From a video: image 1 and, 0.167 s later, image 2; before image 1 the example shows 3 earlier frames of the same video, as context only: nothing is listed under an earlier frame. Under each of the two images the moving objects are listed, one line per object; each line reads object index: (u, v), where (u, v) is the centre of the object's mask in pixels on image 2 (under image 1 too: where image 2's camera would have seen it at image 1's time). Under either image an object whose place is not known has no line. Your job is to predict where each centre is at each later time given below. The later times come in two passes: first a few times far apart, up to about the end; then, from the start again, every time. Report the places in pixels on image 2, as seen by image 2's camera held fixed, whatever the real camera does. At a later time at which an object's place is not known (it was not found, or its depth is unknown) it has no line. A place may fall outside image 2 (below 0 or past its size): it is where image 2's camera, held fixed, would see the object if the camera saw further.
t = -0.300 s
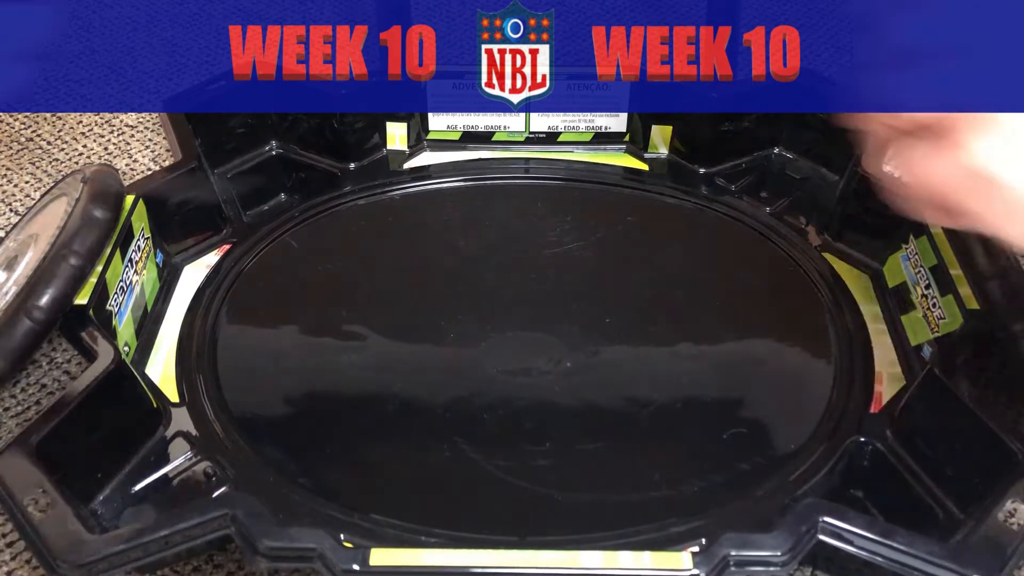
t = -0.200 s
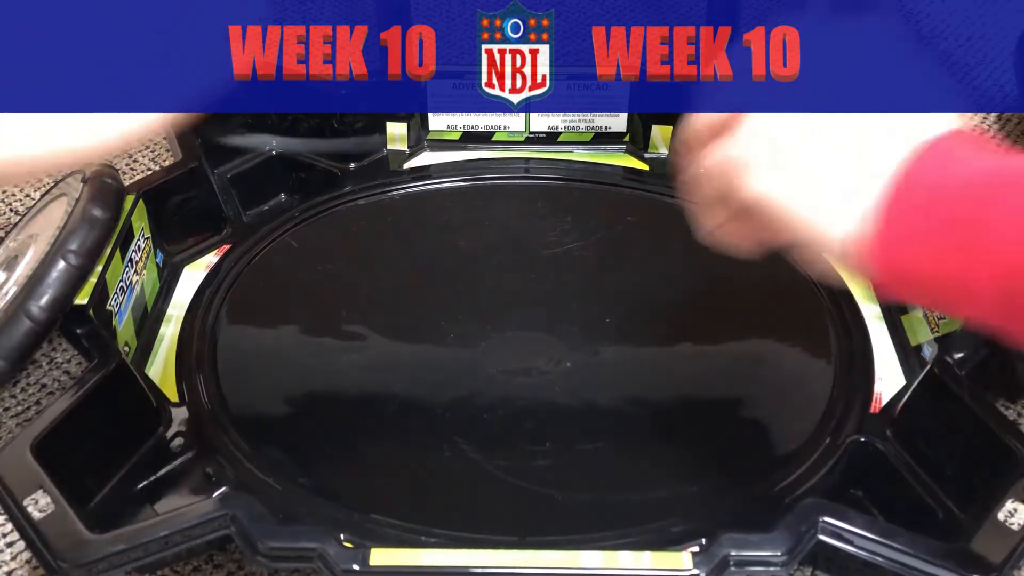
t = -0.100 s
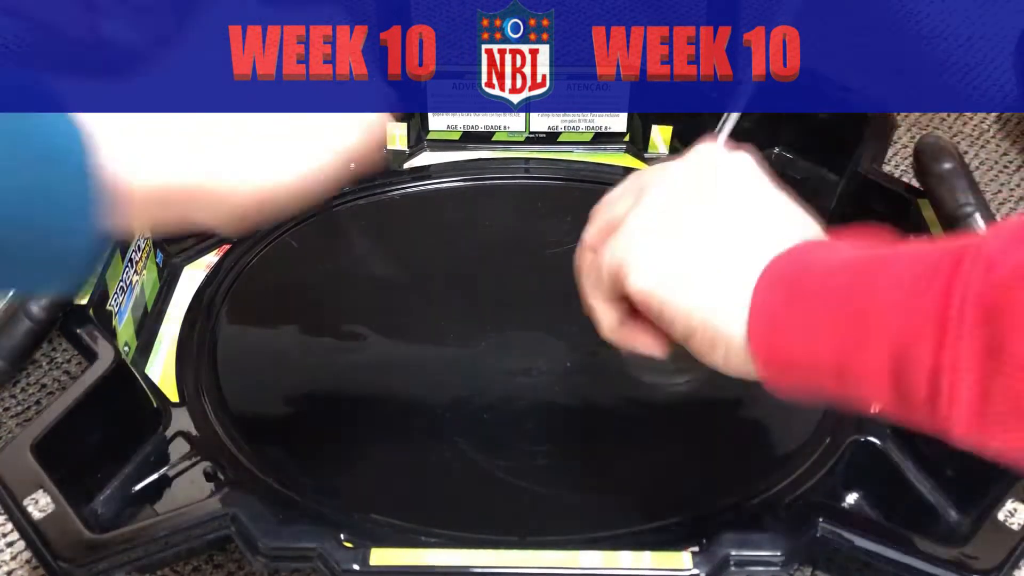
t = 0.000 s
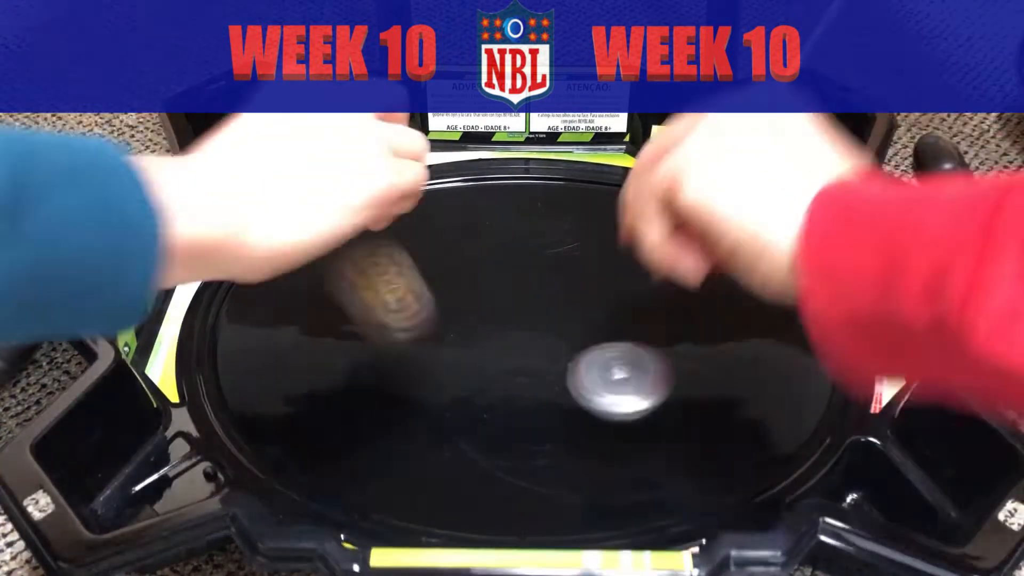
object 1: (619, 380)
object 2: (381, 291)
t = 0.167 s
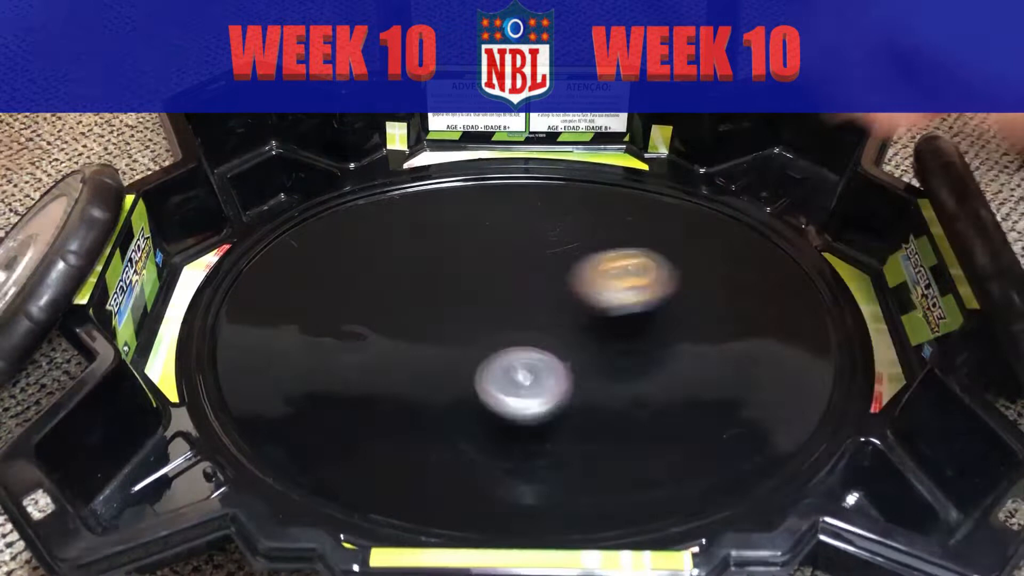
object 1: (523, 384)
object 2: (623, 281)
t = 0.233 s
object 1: (496, 366)
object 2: (709, 273)
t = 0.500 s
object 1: (426, 327)
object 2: (800, 358)
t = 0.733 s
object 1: (383, 352)
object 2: (634, 417)
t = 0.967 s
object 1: (424, 353)
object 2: (524, 372)
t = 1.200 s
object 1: (331, 310)
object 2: (586, 322)
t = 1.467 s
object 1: (332, 322)
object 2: (601, 298)
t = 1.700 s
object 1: (442, 301)
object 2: (592, 297)
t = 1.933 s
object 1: (480, 258)
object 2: (587, 301)
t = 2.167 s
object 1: (451, 246)
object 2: (564, 308)
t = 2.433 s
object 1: (462, 293)
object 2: (550, 316)
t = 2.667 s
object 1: (449, 332)
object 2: (574, 328)
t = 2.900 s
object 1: (494, 361)
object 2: (598, 334)
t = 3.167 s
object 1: (450, 391)
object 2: (645, 320)
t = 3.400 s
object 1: (475, 393)
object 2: (652, 323)
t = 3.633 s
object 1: (481, 333)
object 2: (623, 323)
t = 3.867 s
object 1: (454, 301)
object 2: (574, 315)
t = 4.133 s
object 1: (424, 288)
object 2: (522, 303)
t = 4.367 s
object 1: (407, 311)
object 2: (505, 302)
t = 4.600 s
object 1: (448, 366)
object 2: (506, 304)
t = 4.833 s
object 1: (550, 383)
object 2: (523, 302)
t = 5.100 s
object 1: (610, 302)
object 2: (515, 315)
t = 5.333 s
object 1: (538, 264)
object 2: (502, 328)
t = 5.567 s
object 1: (453, 280)
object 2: (496, 347)
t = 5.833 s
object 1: (395, 333)
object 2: (507, 369)
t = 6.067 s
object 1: (366, 352)
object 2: (583, 373)
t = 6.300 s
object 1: (401, 355)
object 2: (623, 363)
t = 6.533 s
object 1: (464, 294)
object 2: (631, 338)
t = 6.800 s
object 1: (449, 247)
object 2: (613, 305)
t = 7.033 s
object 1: (463, 283)
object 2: (583, 284)
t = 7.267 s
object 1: (456, 363)
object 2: (603, 269)
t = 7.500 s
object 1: (521, 402)
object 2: (572, 289)
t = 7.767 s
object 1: (603, 346)
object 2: (514, 318)
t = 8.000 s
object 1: (547, 283)
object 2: (468, 340)
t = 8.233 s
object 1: (455, 280)
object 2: (445, 355)
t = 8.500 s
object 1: (382, 301)
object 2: (458, 385)
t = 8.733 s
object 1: (424, 323)
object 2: (502, 406)
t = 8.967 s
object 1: (435, 261)
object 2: (558, 409)
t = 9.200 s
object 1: (438, 244)
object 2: (588, 371)
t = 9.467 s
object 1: (512, 286)
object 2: (600, 313)
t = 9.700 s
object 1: (428, 315)
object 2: (664, 286)
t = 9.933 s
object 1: (450, 372)
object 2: (617, 277)
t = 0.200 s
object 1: (509, 374)
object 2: (668, 278)
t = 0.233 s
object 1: (496, 366)
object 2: (709, 273)
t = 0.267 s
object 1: (485, 357)
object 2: (746, 273)
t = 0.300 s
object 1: (475, 350)
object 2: (779, 274)
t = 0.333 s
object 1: (466, 342)
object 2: (804, 281)
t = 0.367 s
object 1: (457, 337)
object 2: (830, 288)
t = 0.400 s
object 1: (448, 332)
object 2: (838, 302)
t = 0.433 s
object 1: (440, 329)
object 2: (831, 323)
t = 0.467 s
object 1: (433, 327)
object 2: (818, 341)
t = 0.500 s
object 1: (426, 327)
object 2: (800, 358)
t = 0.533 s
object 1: (418, 328)
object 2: (779, 374)
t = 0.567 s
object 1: (412, 331)
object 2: (755, 388)
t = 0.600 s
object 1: (405, 334)
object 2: (731, 399)
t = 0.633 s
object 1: (398, 338)
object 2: (706, 407)
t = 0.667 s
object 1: (391, 343)
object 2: (681, 413)
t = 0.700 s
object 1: (386, 347)
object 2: (657, 416)
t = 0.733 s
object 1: (383, 352)
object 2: (634, 417)
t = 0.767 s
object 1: (383, 356)
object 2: (612, 415)
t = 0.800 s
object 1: (386, 360)
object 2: (592, 411)
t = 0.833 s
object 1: (392, 362)
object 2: (573, 405)
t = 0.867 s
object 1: (401, 363)
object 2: (556, 398)
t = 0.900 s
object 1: (411, 362)
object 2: (541, 390)
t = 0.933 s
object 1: (422, 360)
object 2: (528, 380)
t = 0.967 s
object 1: (424, 353)
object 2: (524, 372)
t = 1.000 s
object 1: (403, 343)
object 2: (540, 364)
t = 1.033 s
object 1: (385, 333)
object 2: (553, 356)
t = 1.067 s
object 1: (371, 325)
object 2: (563, 348)
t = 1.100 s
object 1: (359, 319)
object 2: (571, 341)
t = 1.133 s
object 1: (349, 314)
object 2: (577, 334)
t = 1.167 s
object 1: (339, 312)
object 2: (582, 328)
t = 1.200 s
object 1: (331, 310)
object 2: (586, 322)
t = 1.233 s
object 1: (323, 310)
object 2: (590, 317)
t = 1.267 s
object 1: (318, 311)
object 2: (593, 312)
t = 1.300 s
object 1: (314, 313)
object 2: (595, 309)
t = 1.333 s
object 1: (312, 314)
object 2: (597, 306)
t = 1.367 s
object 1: (312, 316)
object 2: (599, 303)
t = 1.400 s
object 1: (315, 319)
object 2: (600, 301)
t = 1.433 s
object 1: (322, 321)
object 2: (601, 299)
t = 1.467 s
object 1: (332, 322)
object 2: (601, 298)
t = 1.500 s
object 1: (344, 322)
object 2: (601, 297)
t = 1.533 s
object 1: (357, 321)
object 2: (601, 297)
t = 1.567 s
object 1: (373, 318)
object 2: (600, 296)
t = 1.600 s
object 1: (390, 316)
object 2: (598, 296)
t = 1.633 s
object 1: (408, 312)
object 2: (597, 296)
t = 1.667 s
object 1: (425, 307)
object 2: (594, 297)
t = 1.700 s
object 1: (442, 301)
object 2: (592, 297)
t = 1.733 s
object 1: (458, 294)
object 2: (589, 297)
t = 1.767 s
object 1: (470, 288)
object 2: (585, 298)
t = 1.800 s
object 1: (481, 283)
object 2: (581, 298)
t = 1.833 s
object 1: (491, 278)
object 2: (577, 299)
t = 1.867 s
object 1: (489, 272)
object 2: (582, 300)
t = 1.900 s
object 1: (484, 265)
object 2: (586, 301)
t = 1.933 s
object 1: (480, 258)
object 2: (587, 301)
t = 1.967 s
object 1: (476, 253)
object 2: (587, 303)
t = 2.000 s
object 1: (472, 249)
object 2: (586, 303)
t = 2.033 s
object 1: (468, 246)
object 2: (583, 304)
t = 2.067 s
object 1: (463, 243)
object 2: (579, 305)
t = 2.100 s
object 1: (458, 243)
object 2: (574, 306)
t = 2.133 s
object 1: (454, 243)
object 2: (570, 307)
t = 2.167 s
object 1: (451, 246)
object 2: (564, 308)
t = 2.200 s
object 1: (450, 252)
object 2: (559, 308)
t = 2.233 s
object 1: (452, 259)
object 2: (553, 308)
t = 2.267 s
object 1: (457, 267)
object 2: (548, 309)
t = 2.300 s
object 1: (464, 274)
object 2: (543, 309)
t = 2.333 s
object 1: (463, 279)
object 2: (545, 311)
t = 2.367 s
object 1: (461, 284)
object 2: (547, 313)
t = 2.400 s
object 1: (463, 289)
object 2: (547, 314)
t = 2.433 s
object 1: (462, 293)
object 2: (550, 316)
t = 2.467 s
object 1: (462, 298)
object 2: (551, 318)
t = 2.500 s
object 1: (463, 302)
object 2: (551, 319)
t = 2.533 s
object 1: (454, 306)
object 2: (559, 321)
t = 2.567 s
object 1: (447, 312)
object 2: (565, 323)
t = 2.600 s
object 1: (444, 319)
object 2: (570, 324)
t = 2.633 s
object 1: (445, 326)
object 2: (572, 326)
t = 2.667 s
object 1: (449, 332)
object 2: (574, 328)
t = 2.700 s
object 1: (456, 338)
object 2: (575, 330)
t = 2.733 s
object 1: (468, 344)
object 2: (574, 333)
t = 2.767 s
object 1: (481, 348)
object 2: (573, 335)
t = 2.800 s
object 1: (483, 353)
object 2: (582, 334)
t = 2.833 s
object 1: (483, 357)
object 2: (590, 333)
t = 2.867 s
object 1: (487, 360)
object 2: (595, 333)
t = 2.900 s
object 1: (494, 361)
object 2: (598, 334)
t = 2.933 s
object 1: (501, 362)
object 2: (599, 335)
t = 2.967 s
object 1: (509, 361)
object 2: (599, 337)
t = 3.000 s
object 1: (501, 364)
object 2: (608, 333)
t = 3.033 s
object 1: (484, 371)
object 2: (620, 327)
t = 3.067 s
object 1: (470, 377)
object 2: (629, 323)
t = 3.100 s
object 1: (460, 382)
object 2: (636, 321)
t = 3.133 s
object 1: (454, 387)
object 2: (641, 320)
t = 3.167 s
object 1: (450, 391)
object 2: (645, 320)
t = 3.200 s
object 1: (449, 395)
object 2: (648, 320)
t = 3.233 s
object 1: (450, 399)
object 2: (651, 321)
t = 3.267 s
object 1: (453, 402)
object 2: (653, 321)
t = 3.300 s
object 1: (458, 403)
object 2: (654, 321)
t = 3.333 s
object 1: (464, 401)
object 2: (654, 322)
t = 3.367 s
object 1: (470, 398)
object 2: (653, 322)
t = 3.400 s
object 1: (475, 393)
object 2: (652, 323)
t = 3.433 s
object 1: (480, 388)
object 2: (649, 323)
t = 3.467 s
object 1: (485, 380)
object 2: (646, 324)
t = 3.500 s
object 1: (486, 371)
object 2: (642, 324)
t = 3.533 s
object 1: (486, 362)
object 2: (638, 324)
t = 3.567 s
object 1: (486, 353)
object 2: (634, 323)
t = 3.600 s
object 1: (484, 343)
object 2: (628, 323)
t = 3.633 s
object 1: (481, 333)
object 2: (623, 323)
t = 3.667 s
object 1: (477, 324)
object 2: (617, 322)
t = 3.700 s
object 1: (474, 317)
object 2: (610, 321)
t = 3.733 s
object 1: (471, 312)
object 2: (603, 319)
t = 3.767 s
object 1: (467, 307)
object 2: (597, 318)
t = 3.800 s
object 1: (463, 305)
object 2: (589, 317)
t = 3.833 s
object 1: (458, 303)
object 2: (581, 316)
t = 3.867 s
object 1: (454, 301)
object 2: (574, 315)
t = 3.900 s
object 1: (449, 299)
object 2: (567, 313)
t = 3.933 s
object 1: (444, 297)
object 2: (561, 312)
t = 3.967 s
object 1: (441, 295)
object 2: (554, 311)
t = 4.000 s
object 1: (437, 292)
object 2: (547, 309)
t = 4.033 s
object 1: (432, 290)
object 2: (541, 307)
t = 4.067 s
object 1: (429, 288)
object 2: (534, 306)
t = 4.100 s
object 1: (426, 287)
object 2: (528, 304)
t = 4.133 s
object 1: (424, 288)
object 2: (522, 303)
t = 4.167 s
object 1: (423, 289)
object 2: (516, 302)
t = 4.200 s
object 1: (423, 291)
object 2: (512, 301)
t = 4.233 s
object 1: (417, 293)
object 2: (511, 301)
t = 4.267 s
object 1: (413, 296)
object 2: (510, 301)
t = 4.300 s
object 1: (411, 301)
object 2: (507, 301)
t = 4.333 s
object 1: (413, 305)
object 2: (503, 302)
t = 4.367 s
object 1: (407, 311)
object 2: (505, 302)
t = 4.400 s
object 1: (403, 320)
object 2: (508, 301)
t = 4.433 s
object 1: (403, 328)
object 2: (509, 302)
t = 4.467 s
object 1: (407, 335)
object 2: (508, 303)
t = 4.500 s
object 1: (415, 343)
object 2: (507, 304)
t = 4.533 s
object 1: (426, 351)
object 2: (505, 306)
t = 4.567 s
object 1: (440, 355)
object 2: (504, 307)
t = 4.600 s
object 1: (448, 366)
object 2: (506, 304)
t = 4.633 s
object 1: (457, 378)
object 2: (510, 299)
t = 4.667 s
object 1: (469, 386)
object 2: (513, 298)
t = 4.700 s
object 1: (482, 390)
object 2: (516, 298)
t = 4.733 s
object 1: (498, 393)
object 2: (517, 299)
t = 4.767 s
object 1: (516, 392)
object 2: (519, 300)
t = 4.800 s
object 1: (533, 388)
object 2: (521, 300)
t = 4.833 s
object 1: (550, 383)
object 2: (523, 302)
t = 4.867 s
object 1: (567, 377)
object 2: (524, 303)
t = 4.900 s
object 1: (583, 367)
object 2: (525, 305)
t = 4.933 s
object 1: (595, 357)
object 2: (525, 307)
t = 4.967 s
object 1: (605, 347)
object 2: (523, 309)
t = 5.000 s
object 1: (612, 335)
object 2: (522, 310)
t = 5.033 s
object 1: (614, 324)
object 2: (520, 312)
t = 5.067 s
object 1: (614, 313)
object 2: (517, 314)
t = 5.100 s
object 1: (610, 302)
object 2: (515, 315)
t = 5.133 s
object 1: (604, 294)
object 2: (514, 316)
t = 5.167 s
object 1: (596, 287)
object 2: (512, 318)
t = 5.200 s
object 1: (585, 280)
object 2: (510, 320)
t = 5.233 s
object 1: (573, 275)
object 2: (509, 321)
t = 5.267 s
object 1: (561, 271)
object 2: (507, 323)
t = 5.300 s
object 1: (549, 266)
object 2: (504, 326)
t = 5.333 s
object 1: (538, 264)
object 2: (502, 328)
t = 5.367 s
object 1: (526, 262)
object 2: (500, 330)
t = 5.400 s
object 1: (513, 263)
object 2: (499, 332)
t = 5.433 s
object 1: (502, 265)
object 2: (498, 335)
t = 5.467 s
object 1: (489, 267)
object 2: (496, 337)
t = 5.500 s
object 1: (477, 272)
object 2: (495, 339)
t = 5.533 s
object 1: (466, 276)
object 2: (495, 341)
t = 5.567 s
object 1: (453, 280)
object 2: (496, 347)
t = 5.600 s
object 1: (442, 287)
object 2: (496, 350)
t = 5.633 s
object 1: (434, 294)
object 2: (495, 352)
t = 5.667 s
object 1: (427, 304)
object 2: (493, 353)
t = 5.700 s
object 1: (419, 310)
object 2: (497, 357)
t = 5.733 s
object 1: (408, 313)
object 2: (502, 362)
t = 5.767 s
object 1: (399, 319)
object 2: (505, 365)
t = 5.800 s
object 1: (396, 326)
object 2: (506, 367)
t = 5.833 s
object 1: (395, 333)
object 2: (507, 369)
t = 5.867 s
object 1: (399, 341)
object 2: (507, 370)
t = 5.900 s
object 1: (407, 347)
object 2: (507, 370)
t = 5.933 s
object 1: (412, 351)
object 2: (512, 372)
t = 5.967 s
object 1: (397, 351)
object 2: (535, 373)
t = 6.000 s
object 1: (382, 350)
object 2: (556, 374)
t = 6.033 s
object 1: (372, 350)
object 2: (572, 374)
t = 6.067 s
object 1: (366, 352)
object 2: (583, 373)
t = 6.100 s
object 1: (362, 355)
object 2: (592, 373)
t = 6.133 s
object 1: (361, 358)
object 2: (599, 372)
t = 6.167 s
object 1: (363, 360)
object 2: (605, 371)
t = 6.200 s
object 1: (370, 361)
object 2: (610, 369)
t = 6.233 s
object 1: (378, 360)
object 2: (615, 368)
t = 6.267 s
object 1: (388, 358)
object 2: (619, 366)
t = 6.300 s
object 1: (401, 355)
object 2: (623, 363)
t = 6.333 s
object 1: (413, 349)
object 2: (626, 360)
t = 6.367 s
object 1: (425, 342)
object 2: (628, 357)
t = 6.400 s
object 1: (437, 332)
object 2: (630, 353)
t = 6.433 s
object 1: (446, 324)
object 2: (631, 349)
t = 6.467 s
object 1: (454, 313)
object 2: (632, 346)
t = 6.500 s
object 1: (459, 304)
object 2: (631, 341)
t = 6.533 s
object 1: (464, 294)
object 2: (631, 338)
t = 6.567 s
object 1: (466, 286)
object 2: (630, 334)
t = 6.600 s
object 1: (467, 278)
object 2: (628, 329)
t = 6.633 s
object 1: (466, 270)
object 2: (626, 325)
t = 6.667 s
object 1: (465, 263)
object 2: (624, 321)
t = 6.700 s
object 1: (462, 257)
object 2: (622, 317)
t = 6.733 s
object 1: (458, 252)
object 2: (619, 313)
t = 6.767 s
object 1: (453, 248)
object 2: (616, 309)
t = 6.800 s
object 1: (449, 247)
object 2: (613, 305)
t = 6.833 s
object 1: (444, 247)
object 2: (610, 302)
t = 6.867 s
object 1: (442, 250)
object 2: (606, 298)
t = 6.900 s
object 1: (441, 255)
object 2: (602, 295)
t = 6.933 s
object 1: (443, 262)
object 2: (598, 292)
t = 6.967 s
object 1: (446, 268)
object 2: (593, 289)
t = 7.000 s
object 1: (453, 277)
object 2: (588, 287)
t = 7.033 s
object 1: (463, 283)
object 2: (583, 284)
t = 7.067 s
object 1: (476, 292)
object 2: (578, 283)
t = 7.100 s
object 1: (488, 298)
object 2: (573, 281)
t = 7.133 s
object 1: (479, 312)
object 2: (583, 276)
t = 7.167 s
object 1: (468, 324)
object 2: (593, 271)
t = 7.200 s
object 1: (459, 339)
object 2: (600, 269)
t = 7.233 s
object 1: (456, 350)
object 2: (603, 268)
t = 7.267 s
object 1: (456, 363)
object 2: (603, 269)
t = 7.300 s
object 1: (458, 372)
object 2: (602, 271)
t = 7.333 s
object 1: (465, 382)
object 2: (599, 273)
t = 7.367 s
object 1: (472, 388)
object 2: (595, 276)
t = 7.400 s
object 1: (483, 395)
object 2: (590, 279)
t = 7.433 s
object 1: (494, 398)
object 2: (585, 282)
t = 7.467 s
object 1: (508, 402)
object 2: (579, 285)
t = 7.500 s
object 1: (521, 402)
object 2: (572, 289)
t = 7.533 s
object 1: (536, 401)
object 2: (565, 294)
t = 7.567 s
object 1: (550, 398)
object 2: (558, 298)
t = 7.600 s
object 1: (564, 394)
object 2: (551, 302)
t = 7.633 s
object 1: (576, 388)
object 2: (543, 306)
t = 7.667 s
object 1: (588, 379)
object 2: (536, 310)
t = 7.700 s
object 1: (595, 370)
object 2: (529, 312)
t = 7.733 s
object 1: (601, 357)
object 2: (522, 315)
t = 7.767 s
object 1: (603, 346)
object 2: (514, 318)
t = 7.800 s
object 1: (601, 333)
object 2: (507, 321)
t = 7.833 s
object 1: (598, 323)
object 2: (499, 324)
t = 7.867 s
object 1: (590, 311)
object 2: (492, 327)
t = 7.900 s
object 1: (582, 302)
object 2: (485, 330)
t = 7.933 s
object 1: (571, 294)
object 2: (479, 334)
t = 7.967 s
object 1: (559, 288)
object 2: (473, 337)
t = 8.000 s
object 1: (547, 283)
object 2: (468, 340)
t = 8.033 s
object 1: (533, 279)
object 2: (463, 342)
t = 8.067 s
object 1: (521, 277)
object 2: (459, 344)
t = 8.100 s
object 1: (506, 276)
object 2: (455, 347)
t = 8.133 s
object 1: (494, 275)
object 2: (452, 349)
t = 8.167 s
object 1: (480, 276)
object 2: (449, 351)
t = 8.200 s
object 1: (468, 277)
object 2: (447, 353)
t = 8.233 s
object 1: (455, 280)
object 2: (445, 355)
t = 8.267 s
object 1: (443, 284)
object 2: (444, 357)
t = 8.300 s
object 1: (434, 288)
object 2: (443, 359)
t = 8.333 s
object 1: (423, 293)
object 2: (444, 362)
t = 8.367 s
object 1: (412, 293)
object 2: (448, 369)
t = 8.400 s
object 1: (401, 292)
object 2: (451, 376)
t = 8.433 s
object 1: (393, 293)
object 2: (453, 380)
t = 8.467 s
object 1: (387, 296)
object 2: (455, 383)
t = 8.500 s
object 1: (382, 301)
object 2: (458, 385)
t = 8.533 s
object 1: (381, 307)
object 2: (461, 388)
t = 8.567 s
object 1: (382, 315)
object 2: (464, 390)
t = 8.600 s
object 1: (387, 321)
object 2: (468, 391)
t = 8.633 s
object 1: (398, 330)
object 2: (472, 392)
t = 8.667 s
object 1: (410, 335)
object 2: (477, 392)
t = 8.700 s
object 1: (422, 335)
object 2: (486, 396)
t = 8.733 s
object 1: (424, 323)
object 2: (502, 406)
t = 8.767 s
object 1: (427, 308)
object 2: (517, 413)
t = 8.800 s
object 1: (429, 297)
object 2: (528, 416)
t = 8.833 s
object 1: (431, 288)
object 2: (536, 417)
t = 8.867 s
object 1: (432, 280)
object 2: (542, 416)
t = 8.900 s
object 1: (433, 271)
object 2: (548, 415)
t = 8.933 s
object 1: (434, 266)
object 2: (553, 413)
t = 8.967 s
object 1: (435, 261)
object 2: (558, 409)
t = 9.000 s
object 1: (435, 255)
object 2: (563, 405)
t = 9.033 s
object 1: (436, 251)
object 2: (568, 401)
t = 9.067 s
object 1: (435, 247)
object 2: (572, 395)
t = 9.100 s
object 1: (435, 245)
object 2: (577, 390)
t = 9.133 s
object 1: (435, 243)
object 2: (581, 384)
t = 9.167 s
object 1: (436, 243)
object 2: (584, 377)
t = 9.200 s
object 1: (438, 244)
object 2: (588, 371)
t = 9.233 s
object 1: (441, 247)
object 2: (591, 364)
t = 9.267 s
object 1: (446, 251)
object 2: (594, 357)
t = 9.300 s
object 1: (454, 257)
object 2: (596, 349)
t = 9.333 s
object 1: (462, 262)
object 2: (598, 342)
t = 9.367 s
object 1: (473, 268)
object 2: (599, 335)
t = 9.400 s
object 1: (486, 274)
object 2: (600, 327)
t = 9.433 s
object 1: (499, 281)
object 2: (601, 320)
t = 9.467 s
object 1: (512, 286)
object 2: (600, 313)
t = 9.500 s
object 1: (515, 289)
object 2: (608, 308)
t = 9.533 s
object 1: (497, 291)
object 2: (630, 302)
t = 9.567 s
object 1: (477, 292)
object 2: (648, 299)
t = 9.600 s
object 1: (459, 295)
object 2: (660, 294)
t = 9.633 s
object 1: (446, 301)
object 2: (666, 292)
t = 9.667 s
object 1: (436, 307)
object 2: (666, 288)
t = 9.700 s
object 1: (428, 315)
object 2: (664, 286)
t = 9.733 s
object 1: (423, 325)
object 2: (659, 283)
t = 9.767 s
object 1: (420, 333)
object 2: (653, 281)
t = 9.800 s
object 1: (421, 342)
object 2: (647, 280)
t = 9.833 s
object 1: (424, 350)
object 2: (641, 279)
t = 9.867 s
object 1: (431, 359)
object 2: (633, 278)
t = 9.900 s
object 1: (439, 366)
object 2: (625, 278)
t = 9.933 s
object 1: (450, 372)
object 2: (617, 277)
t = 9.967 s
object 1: (461, 376)
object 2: (609, 277)
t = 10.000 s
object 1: (475, 380)
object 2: (600, 278)
